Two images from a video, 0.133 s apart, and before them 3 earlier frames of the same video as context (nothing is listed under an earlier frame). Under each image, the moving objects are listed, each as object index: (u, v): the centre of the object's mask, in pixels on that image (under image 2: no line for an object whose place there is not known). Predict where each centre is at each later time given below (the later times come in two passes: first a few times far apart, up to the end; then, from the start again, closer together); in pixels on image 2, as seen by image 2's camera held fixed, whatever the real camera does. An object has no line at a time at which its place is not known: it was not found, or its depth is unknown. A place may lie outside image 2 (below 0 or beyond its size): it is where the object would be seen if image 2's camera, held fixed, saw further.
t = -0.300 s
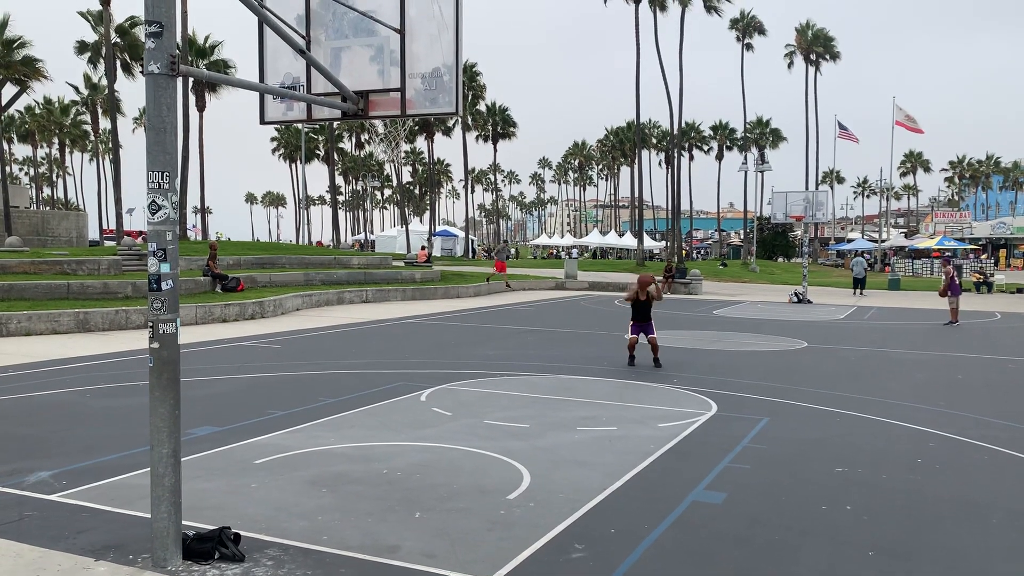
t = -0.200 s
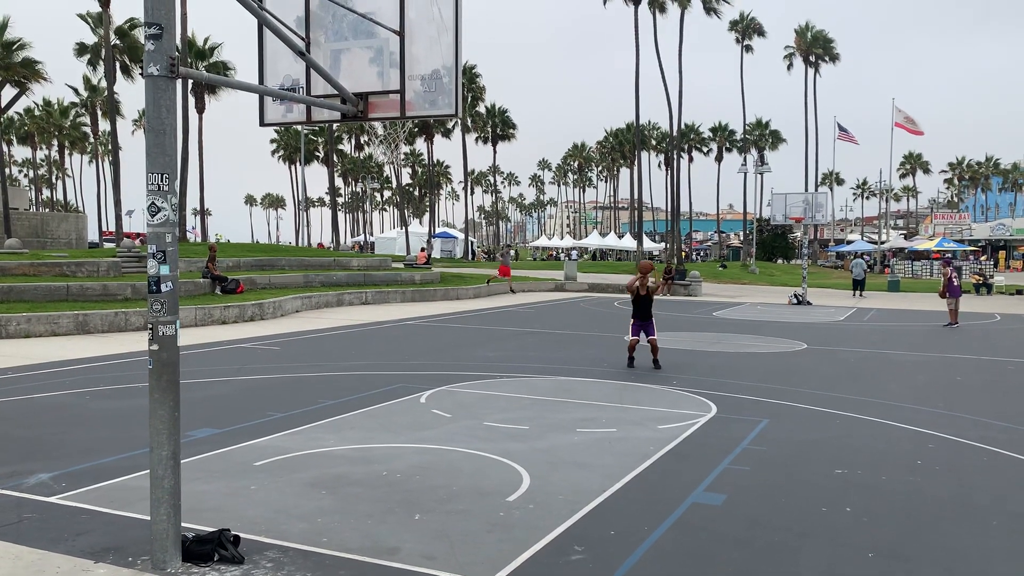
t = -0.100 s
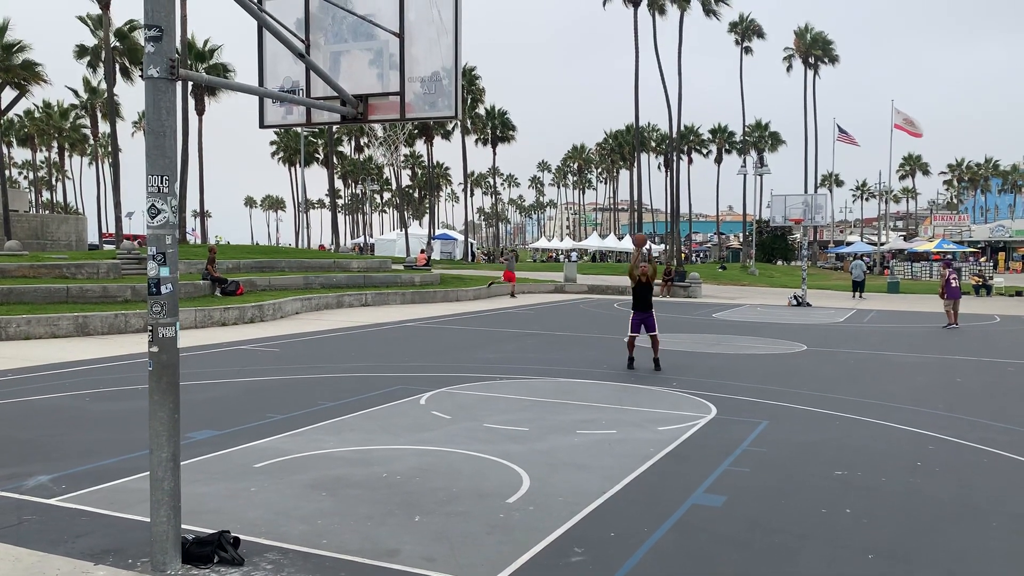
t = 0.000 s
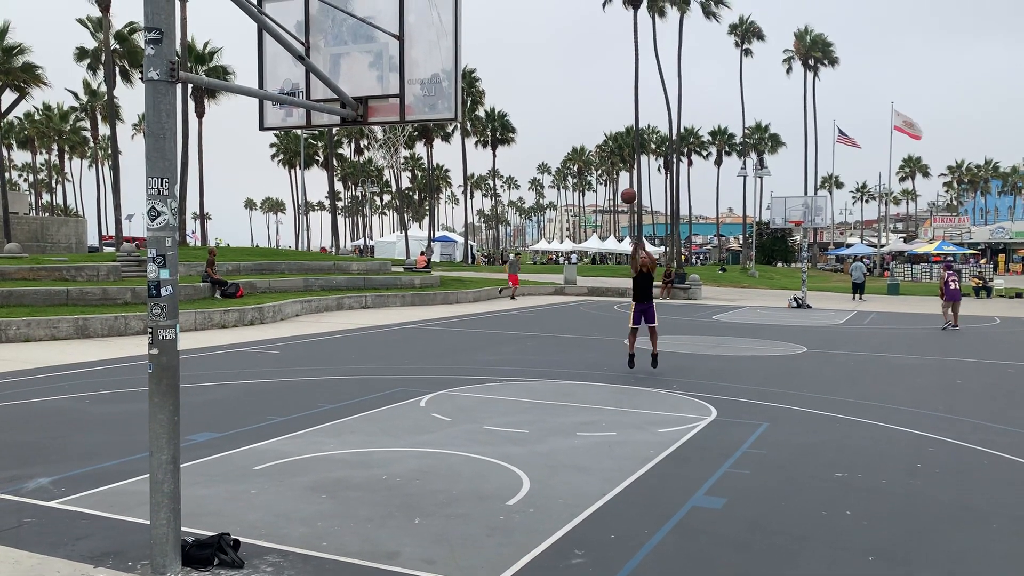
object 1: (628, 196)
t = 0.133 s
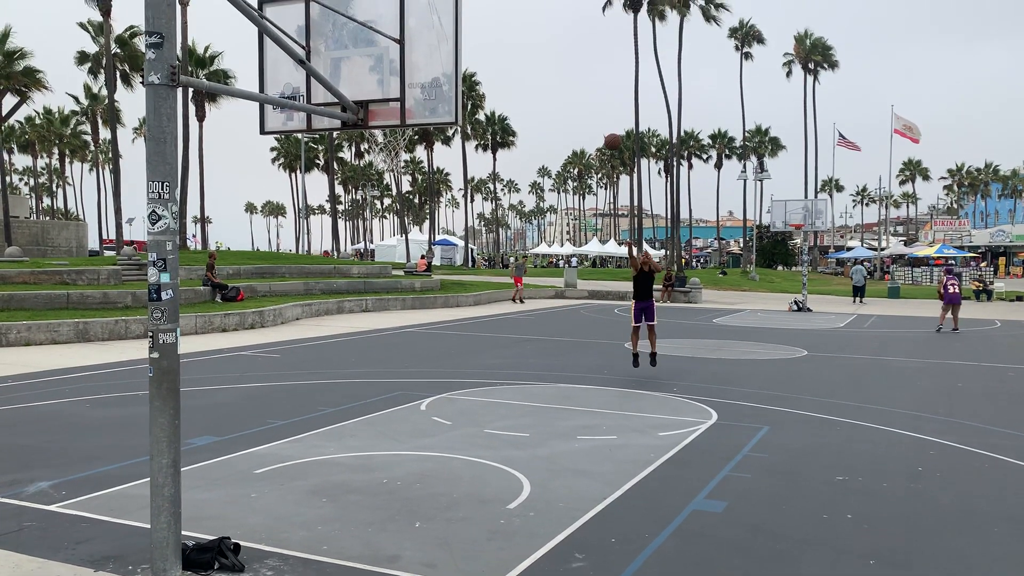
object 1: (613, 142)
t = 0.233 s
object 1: (600, 103)
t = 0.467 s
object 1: (564, 28)
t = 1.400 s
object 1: (428, 185)
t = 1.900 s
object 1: (564, 431)
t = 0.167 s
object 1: (608, 129)
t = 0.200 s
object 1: (604, 115)
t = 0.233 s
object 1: (600, 103)
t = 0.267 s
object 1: (595, 91)
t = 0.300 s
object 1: (590, 79)
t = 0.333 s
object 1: (585, 68)
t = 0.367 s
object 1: (580, 57)
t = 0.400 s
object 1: (575, 47)
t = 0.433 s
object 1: (569, 37)
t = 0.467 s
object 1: (564, 28)
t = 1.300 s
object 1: (391, 145)
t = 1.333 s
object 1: (407, 160)
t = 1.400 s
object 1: (428, 185)
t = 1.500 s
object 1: (458, 229)
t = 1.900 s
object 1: (564, 431)
